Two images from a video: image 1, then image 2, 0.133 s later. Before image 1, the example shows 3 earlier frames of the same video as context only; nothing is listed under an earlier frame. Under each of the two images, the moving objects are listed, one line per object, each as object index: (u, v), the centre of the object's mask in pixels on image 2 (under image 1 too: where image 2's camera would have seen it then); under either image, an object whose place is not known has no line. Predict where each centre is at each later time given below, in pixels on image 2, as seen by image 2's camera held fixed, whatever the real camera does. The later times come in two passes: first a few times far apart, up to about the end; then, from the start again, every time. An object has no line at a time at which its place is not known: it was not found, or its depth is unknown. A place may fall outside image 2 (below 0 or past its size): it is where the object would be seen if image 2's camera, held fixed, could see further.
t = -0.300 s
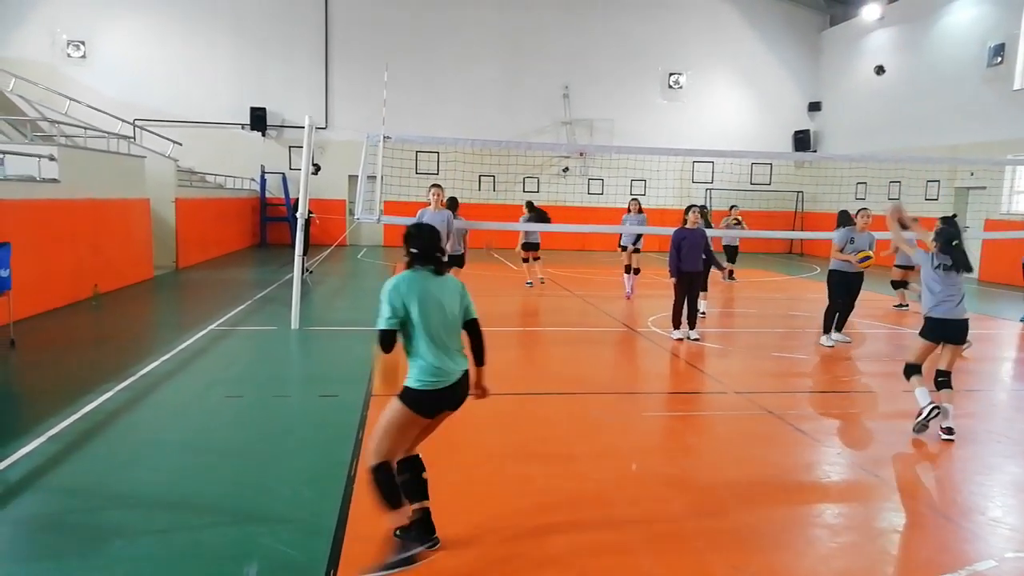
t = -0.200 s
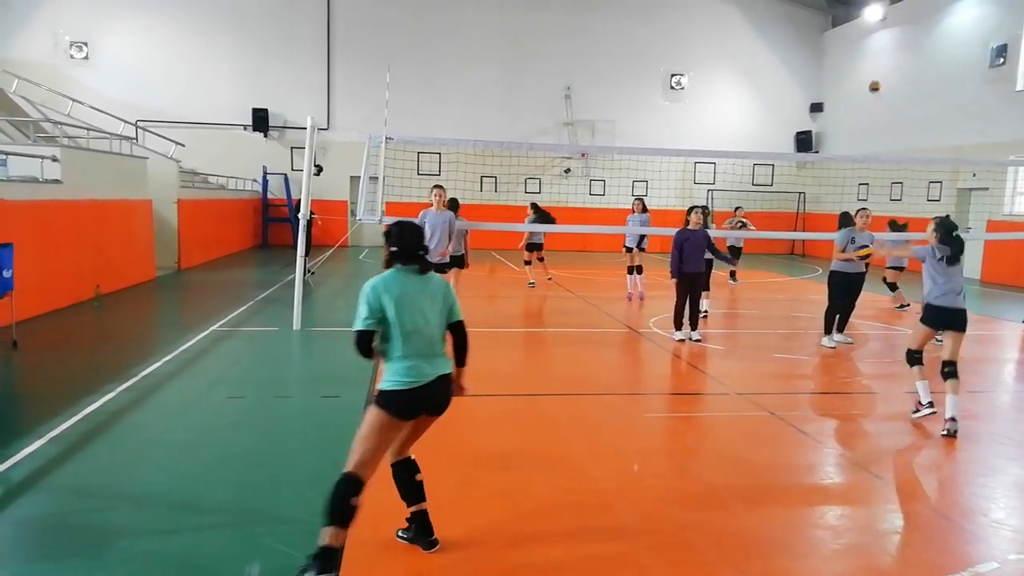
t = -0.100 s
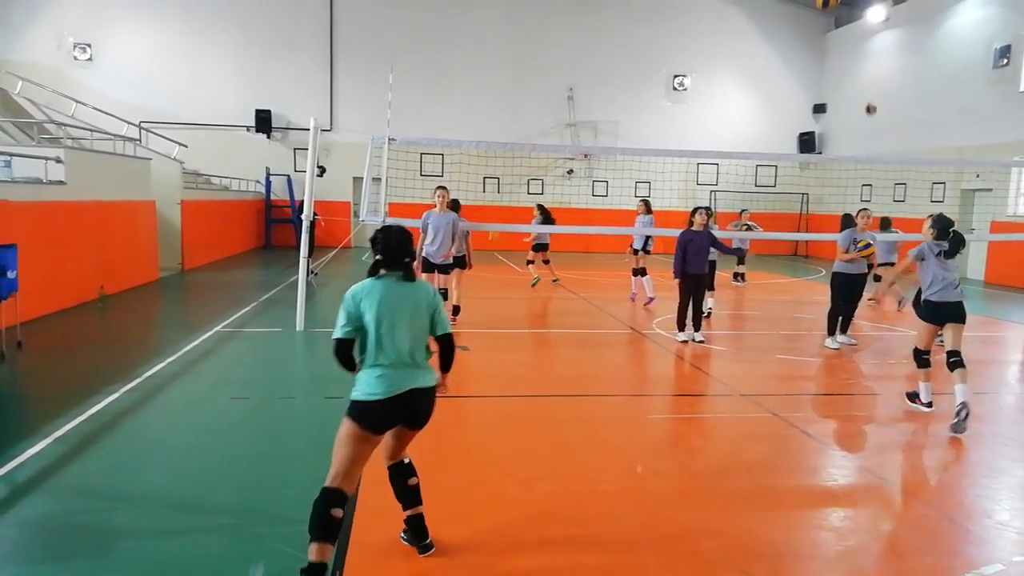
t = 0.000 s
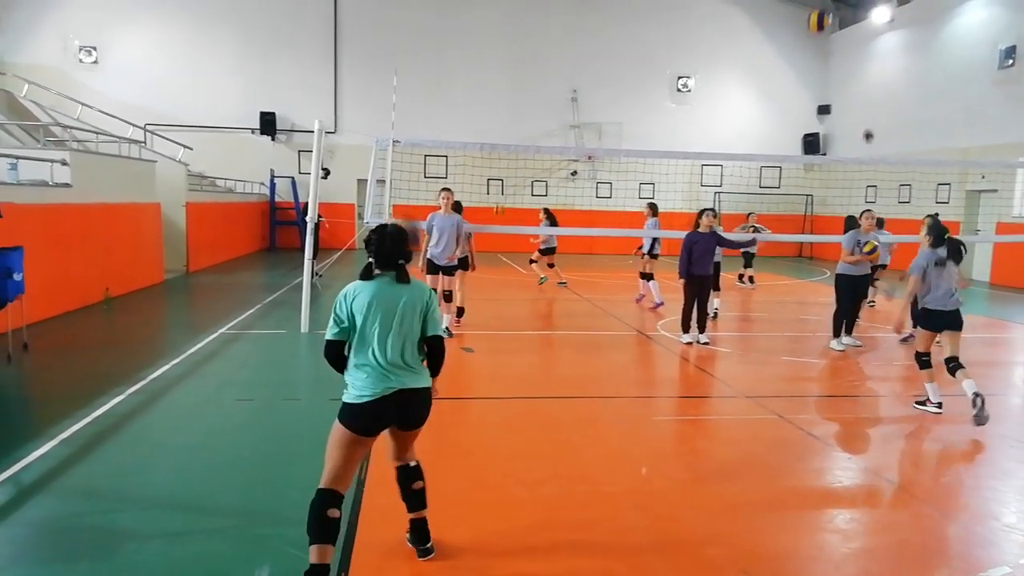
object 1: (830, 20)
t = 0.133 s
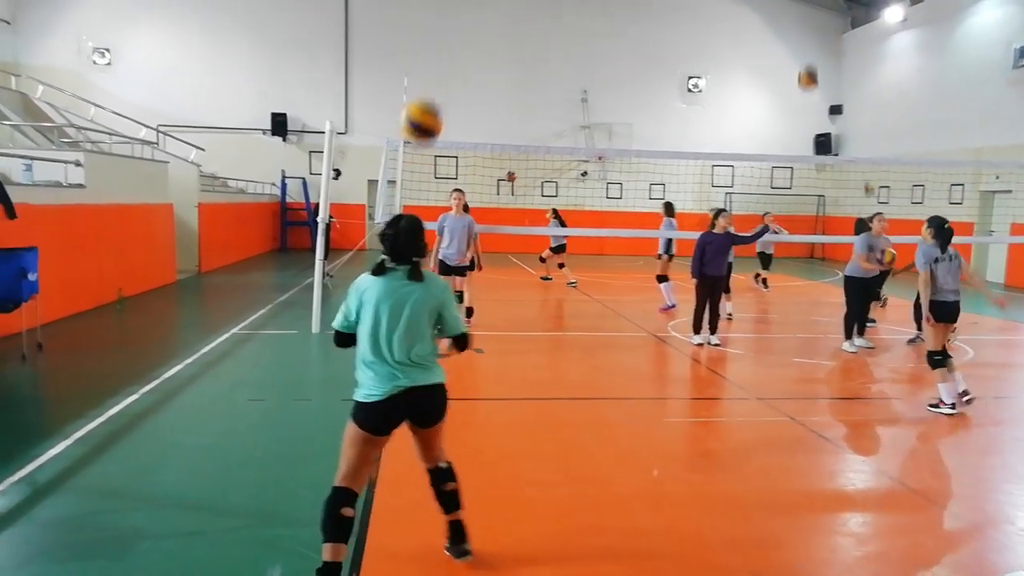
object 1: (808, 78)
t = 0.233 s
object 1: (796, 122)
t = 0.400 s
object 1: (777, 207)
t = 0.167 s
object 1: (804, 93)
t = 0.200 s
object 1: (800, 106)
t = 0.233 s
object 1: (796, 122)
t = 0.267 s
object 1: (792, 140)
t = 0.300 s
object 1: (789, 156)
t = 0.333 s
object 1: (783, 178)
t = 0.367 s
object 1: (782, 190)
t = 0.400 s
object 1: (777, 207)
